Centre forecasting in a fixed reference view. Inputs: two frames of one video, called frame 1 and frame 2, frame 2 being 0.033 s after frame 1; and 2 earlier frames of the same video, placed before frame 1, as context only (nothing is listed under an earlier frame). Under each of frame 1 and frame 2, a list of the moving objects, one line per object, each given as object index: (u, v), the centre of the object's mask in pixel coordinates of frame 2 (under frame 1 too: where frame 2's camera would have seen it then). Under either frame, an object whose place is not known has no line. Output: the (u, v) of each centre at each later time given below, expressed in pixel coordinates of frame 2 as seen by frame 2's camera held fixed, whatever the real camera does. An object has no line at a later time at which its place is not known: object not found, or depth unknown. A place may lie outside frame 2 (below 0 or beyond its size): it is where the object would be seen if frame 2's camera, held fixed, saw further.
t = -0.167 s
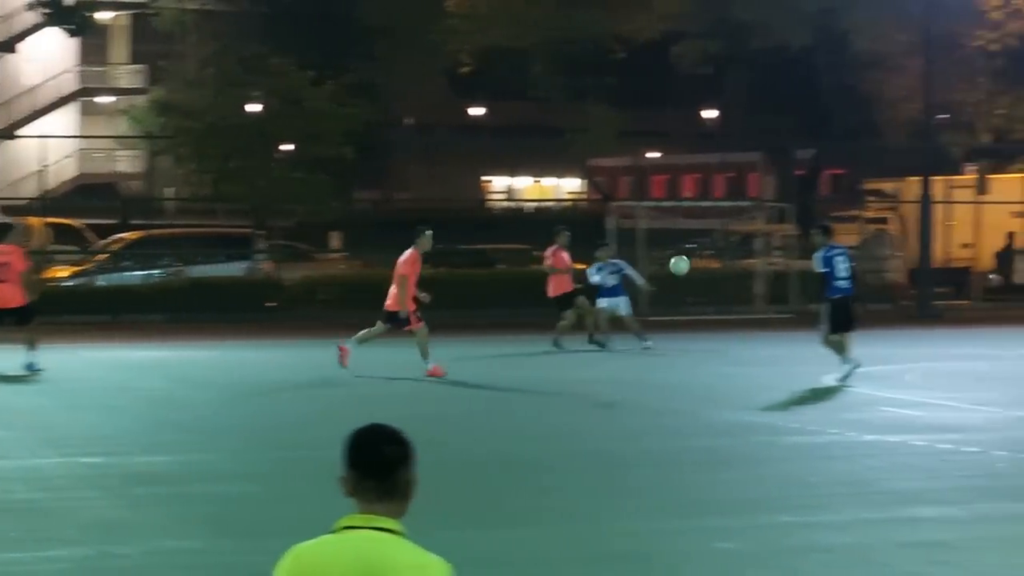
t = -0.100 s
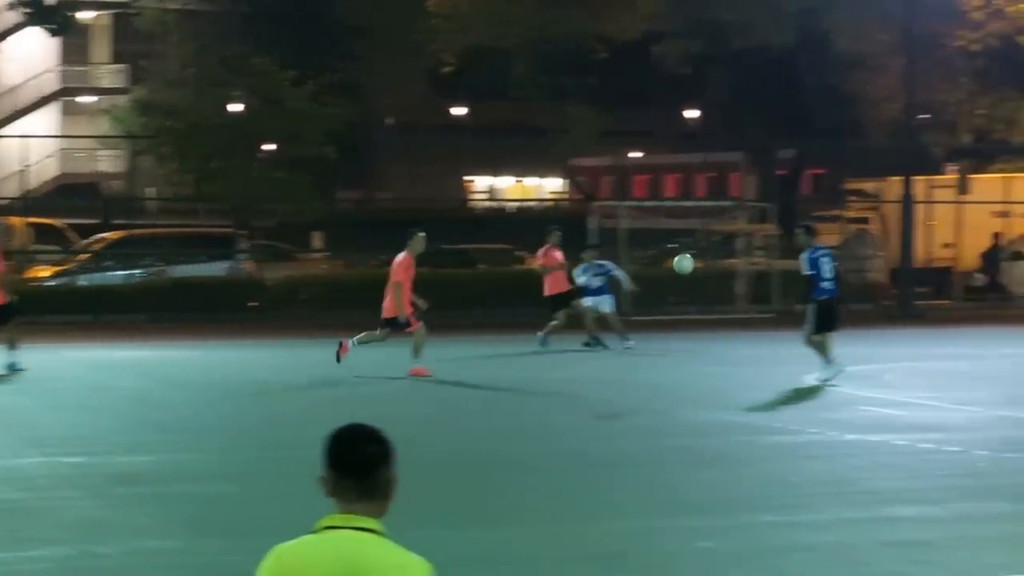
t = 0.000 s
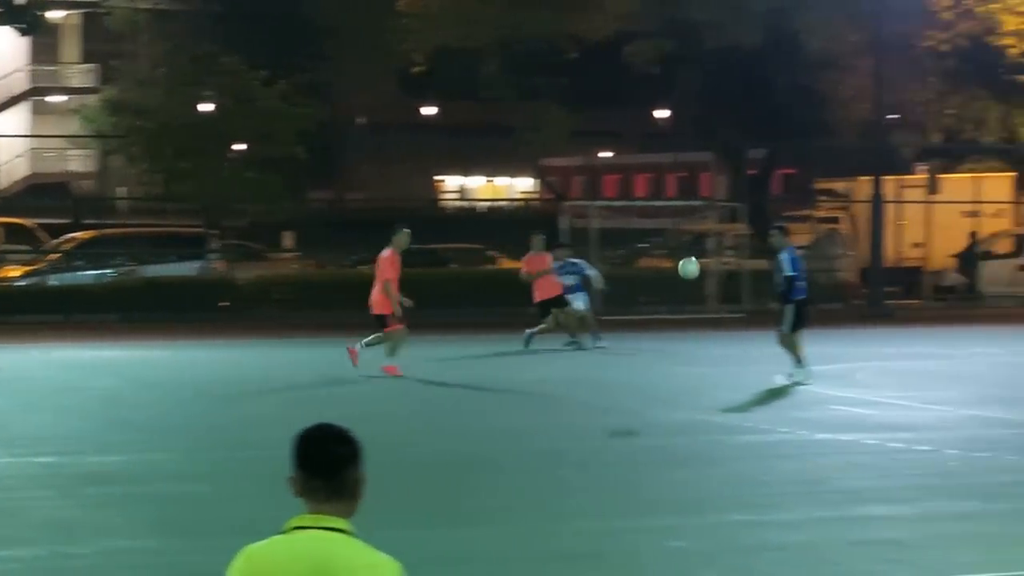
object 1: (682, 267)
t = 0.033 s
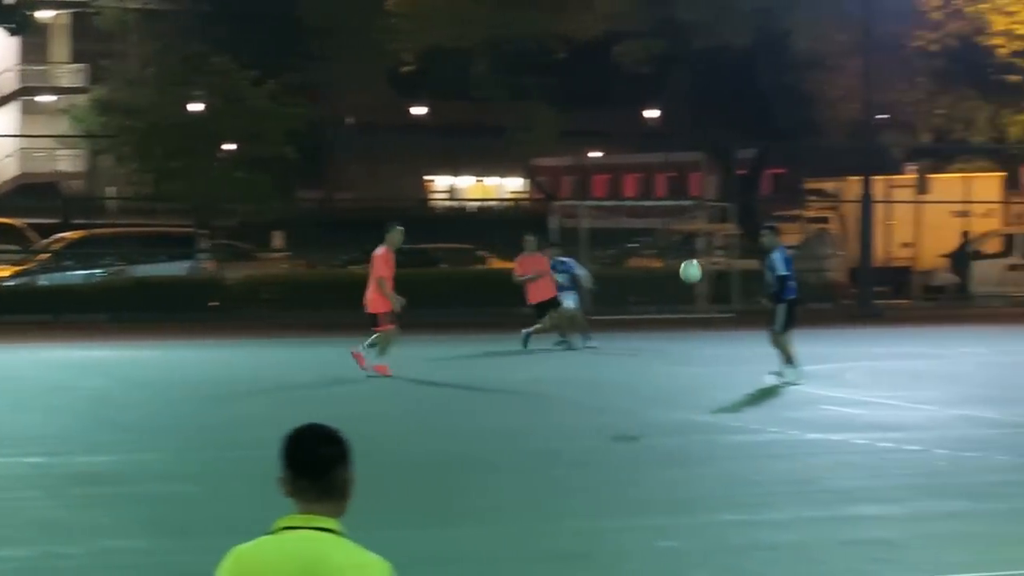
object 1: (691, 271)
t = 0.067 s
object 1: (699, 276)
